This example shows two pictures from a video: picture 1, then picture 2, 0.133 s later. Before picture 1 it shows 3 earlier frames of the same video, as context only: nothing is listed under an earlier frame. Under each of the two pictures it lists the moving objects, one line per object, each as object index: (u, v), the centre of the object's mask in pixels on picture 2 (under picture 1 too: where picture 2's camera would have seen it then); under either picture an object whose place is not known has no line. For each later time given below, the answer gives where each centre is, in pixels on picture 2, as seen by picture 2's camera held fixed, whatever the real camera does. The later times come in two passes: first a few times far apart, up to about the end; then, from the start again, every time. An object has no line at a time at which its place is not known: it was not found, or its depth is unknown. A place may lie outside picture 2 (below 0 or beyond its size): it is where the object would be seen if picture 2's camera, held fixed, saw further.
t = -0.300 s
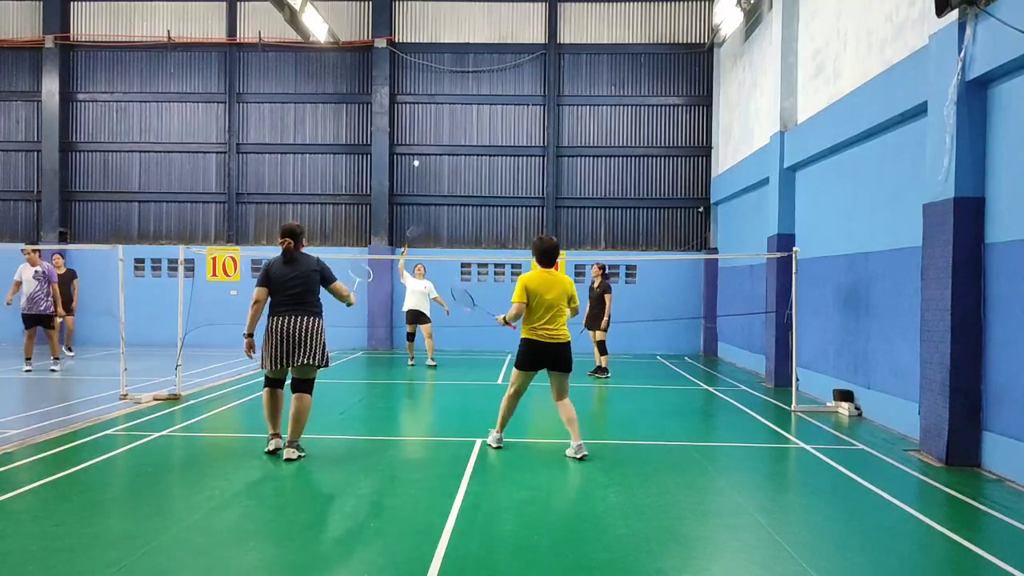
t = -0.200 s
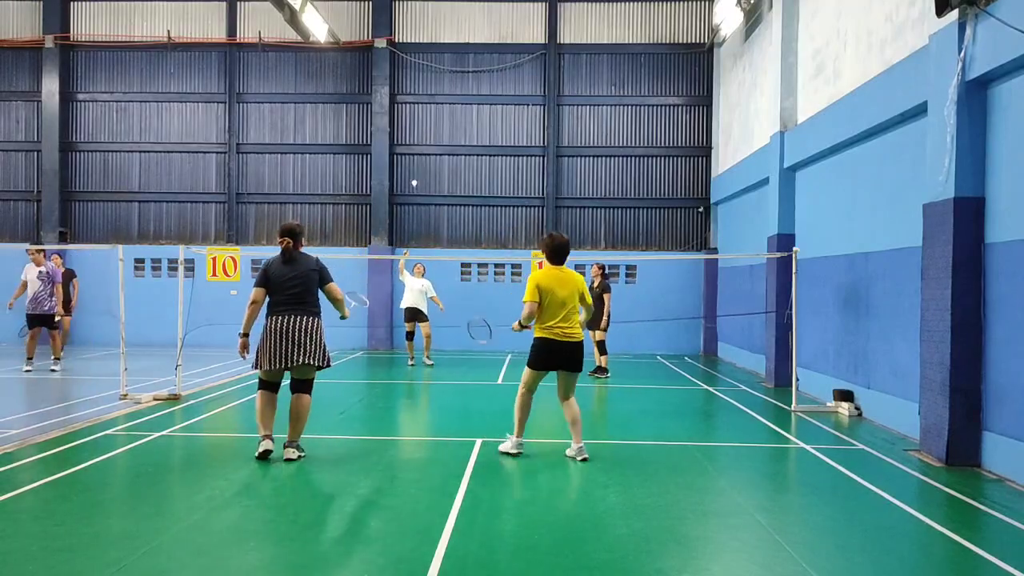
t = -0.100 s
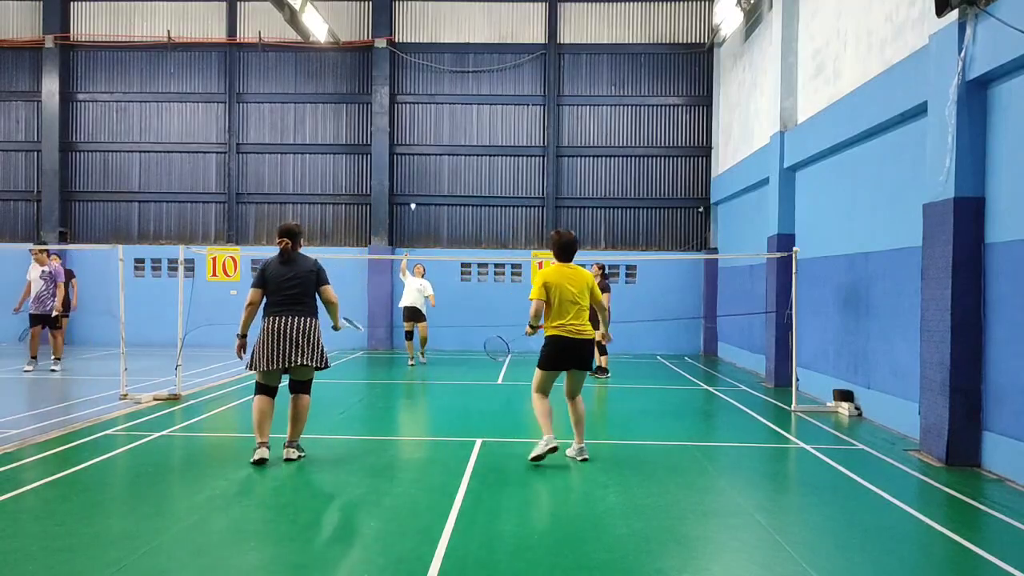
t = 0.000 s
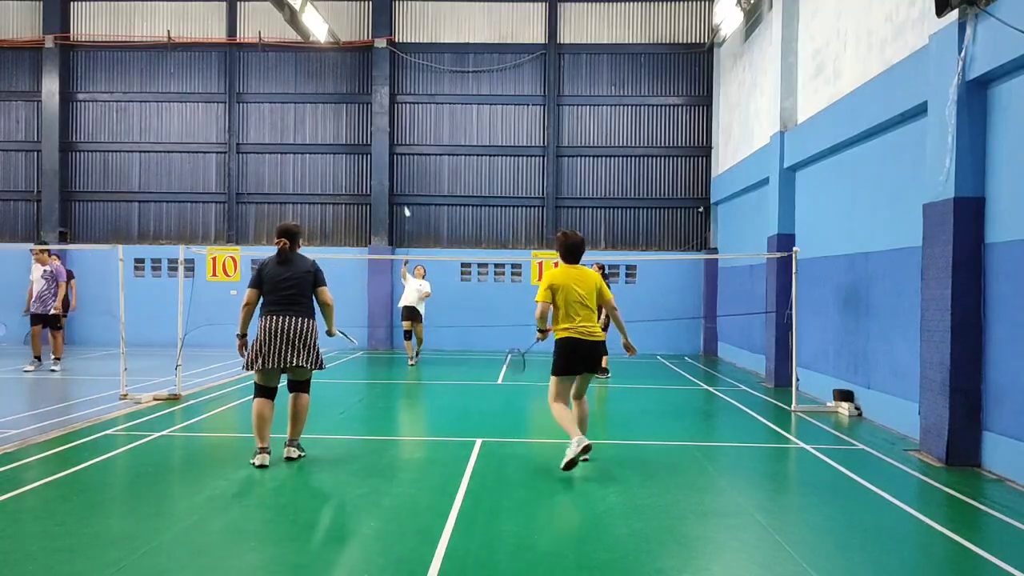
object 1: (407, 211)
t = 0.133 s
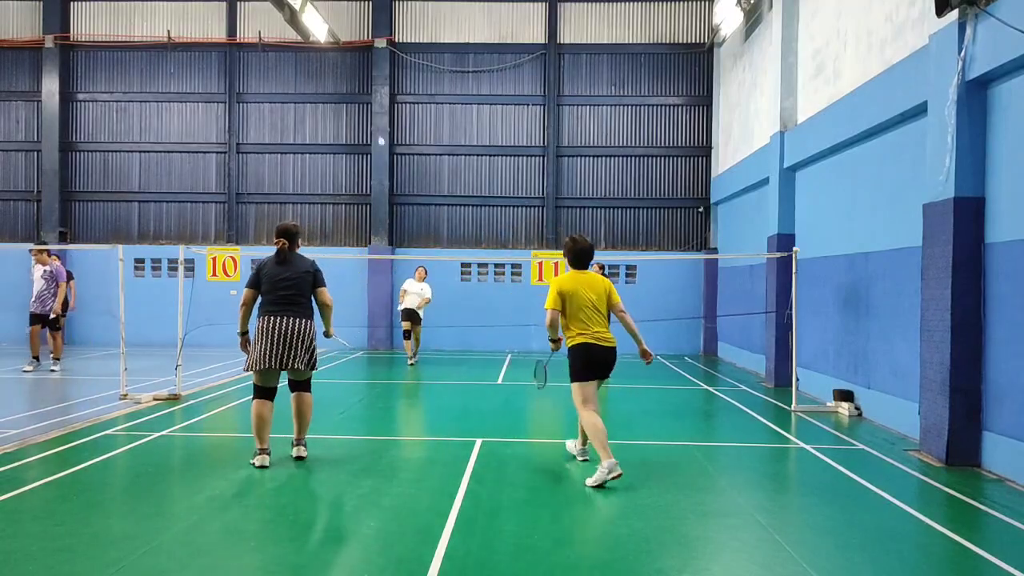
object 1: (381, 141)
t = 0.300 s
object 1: (352, 84)
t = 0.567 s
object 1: (308, 53)
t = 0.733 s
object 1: (280, 70)
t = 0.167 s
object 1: (375, 127)
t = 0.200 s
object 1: (369, 115)
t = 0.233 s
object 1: (363, 103)
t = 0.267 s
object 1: (358, 94)
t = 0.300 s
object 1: (352, 84)
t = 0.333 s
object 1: (347, 77)
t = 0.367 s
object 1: (342, 70)
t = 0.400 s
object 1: (336, 64)
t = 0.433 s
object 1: (330, 60)
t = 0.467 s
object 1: (325, 56)
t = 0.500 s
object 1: (319, 54)
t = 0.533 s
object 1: (314, 53)
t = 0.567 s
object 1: (308, 53)
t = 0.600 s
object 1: (303, 54)
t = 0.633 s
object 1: (297, 56)
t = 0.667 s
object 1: (291, 59)
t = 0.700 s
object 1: (285, 64)
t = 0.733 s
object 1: (280, 70)
